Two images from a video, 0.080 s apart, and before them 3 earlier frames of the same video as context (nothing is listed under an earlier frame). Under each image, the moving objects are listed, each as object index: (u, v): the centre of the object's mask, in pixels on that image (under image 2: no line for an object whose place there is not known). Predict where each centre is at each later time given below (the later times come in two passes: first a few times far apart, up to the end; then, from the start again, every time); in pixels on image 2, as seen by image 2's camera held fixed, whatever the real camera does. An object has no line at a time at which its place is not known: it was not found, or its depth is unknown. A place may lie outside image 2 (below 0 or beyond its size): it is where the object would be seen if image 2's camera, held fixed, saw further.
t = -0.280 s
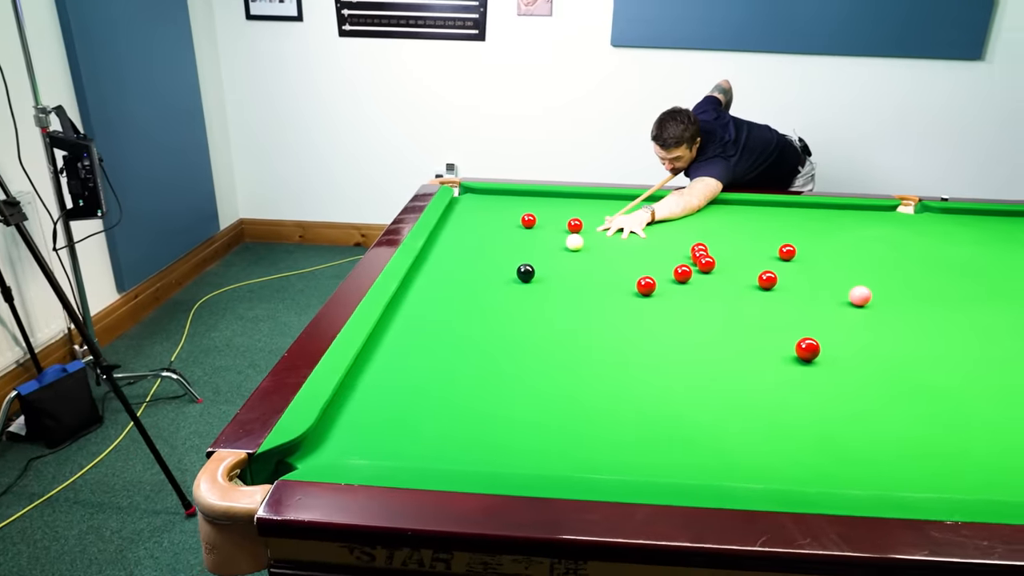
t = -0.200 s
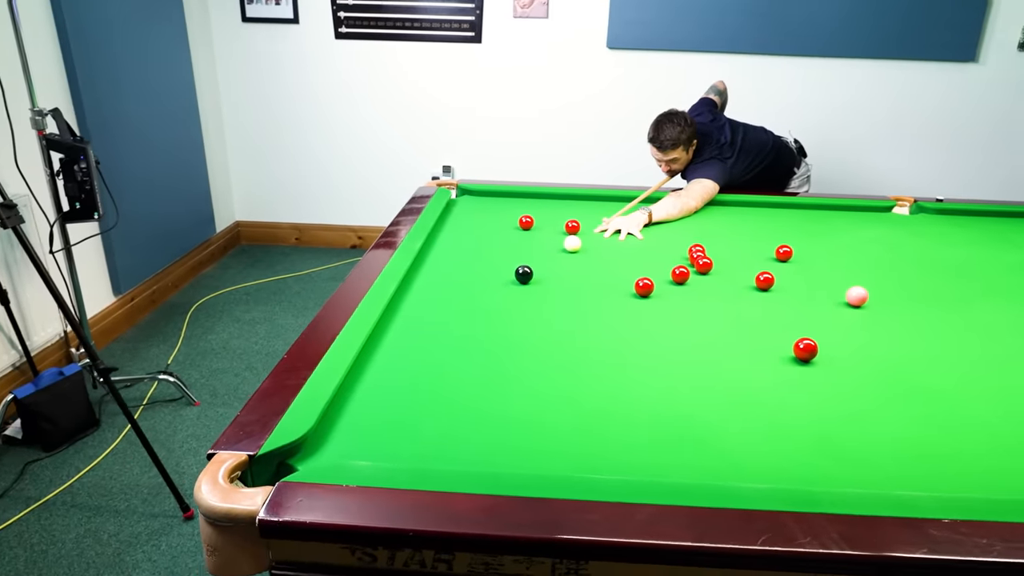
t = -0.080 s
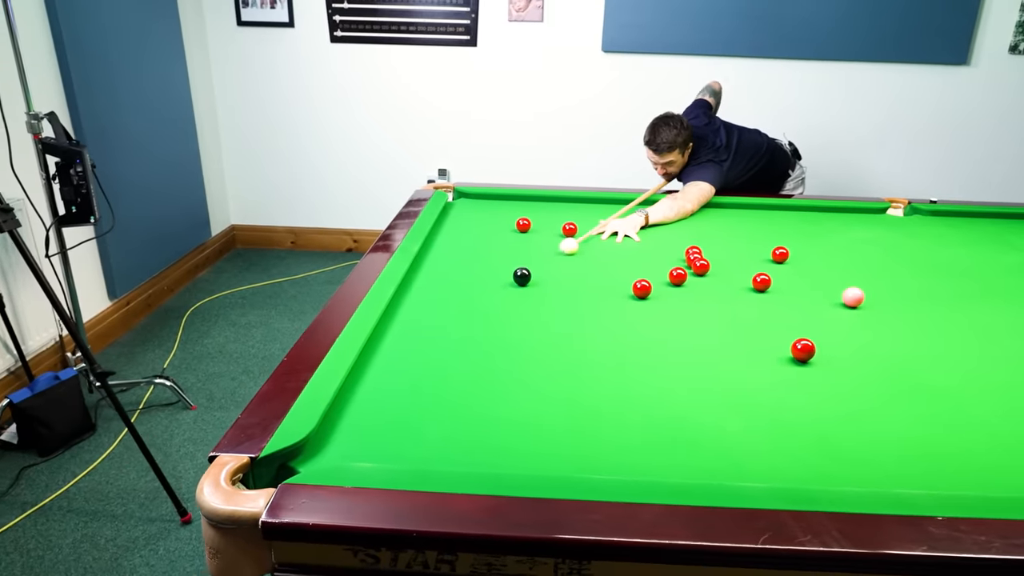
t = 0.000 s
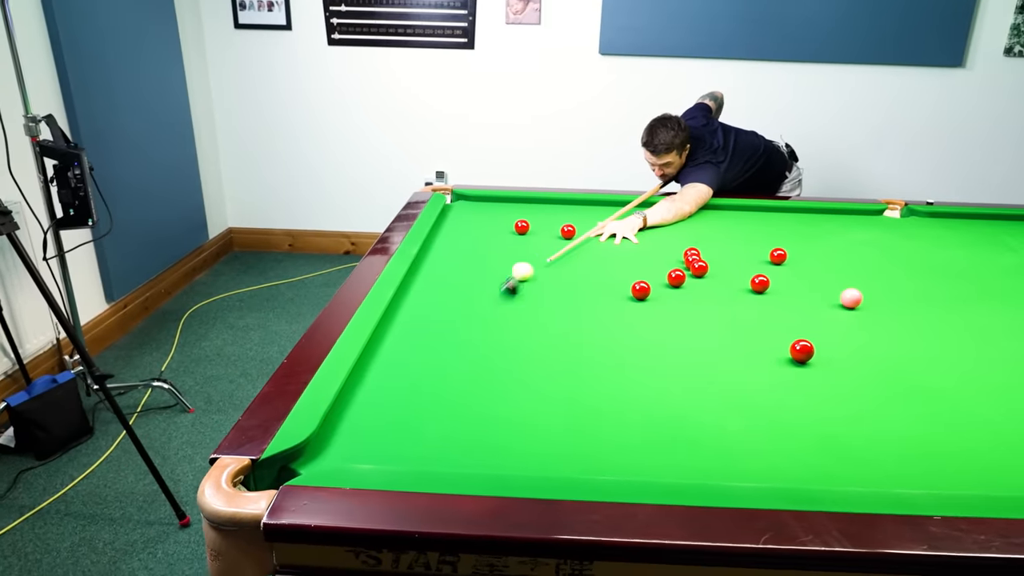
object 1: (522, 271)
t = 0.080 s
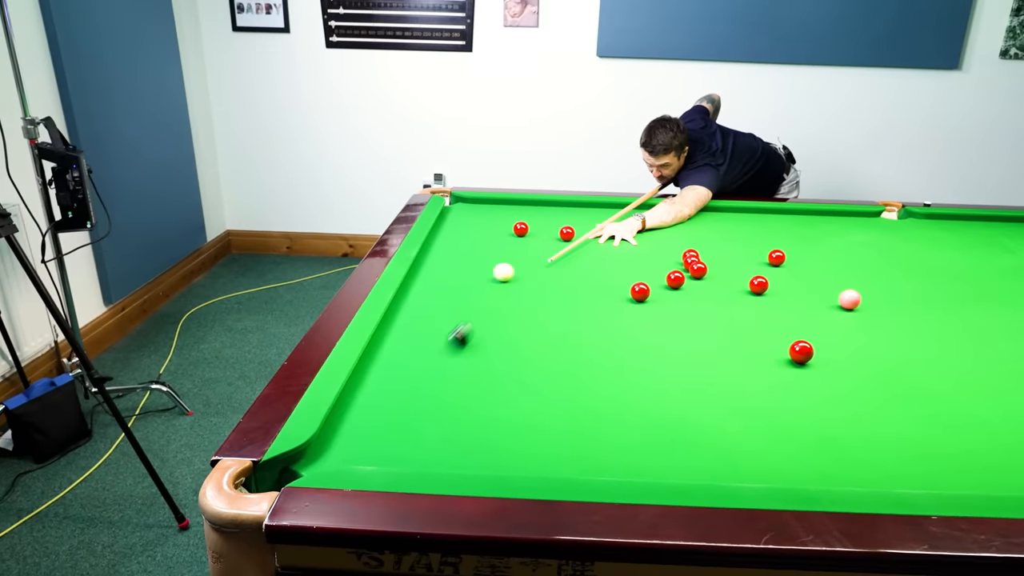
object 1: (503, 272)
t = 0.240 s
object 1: (473, 270)
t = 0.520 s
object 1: (423, 267)
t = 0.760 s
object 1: (444, 265)
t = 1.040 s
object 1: (473, 263)
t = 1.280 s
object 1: (496, 261)
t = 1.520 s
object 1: (516, 260)
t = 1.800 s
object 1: (538, 258)
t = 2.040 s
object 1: (554, 257)
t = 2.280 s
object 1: (569, 256)
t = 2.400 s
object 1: (574, 254)
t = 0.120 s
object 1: (495, 271)
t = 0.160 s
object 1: (488, 271)
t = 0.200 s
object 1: (480, 271)
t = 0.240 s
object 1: (473, 270)
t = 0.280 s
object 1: (466, 270)
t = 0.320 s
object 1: (459, 269)
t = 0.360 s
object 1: (451, 269)
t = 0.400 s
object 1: (444, 268)
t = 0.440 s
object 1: (437, 268)
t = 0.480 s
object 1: (430, 267)
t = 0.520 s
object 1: (423, 267)
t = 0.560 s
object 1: (420, 267)
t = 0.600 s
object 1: (426, 266)
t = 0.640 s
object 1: (431, 266)
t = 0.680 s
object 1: (435, 266)
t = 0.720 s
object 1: (440, 265)
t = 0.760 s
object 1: (444, 265)
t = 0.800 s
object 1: (449, 265)
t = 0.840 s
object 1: (453, 264)
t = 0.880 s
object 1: (457, 264)
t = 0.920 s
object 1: (461, 264)
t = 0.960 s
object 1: (465, 264)
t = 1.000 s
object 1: (469, 263)
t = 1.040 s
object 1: (473, 263)
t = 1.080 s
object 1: (477, 263)
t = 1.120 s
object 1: (481, 262)
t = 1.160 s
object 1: (485, 262)
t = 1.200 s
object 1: (488, 262)
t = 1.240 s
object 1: (492, 262)
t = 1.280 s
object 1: (496, 261)
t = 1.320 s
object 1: (499, 261)
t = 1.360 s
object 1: (503, 261)
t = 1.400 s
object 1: (506, 261)
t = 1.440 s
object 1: (510, 260)
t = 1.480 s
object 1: (513, 260)
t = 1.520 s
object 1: (516, 260)
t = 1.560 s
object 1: (519, 260)
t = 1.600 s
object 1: (522, 259)
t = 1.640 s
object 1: (526, 259)
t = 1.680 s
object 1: (529, 259)
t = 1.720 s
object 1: (532, 259)
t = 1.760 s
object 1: (535, 258)
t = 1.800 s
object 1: (538, 258)
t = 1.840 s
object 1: (540, 258)
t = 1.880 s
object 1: (543, 258)
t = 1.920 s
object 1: (546, 257)
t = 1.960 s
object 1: (549, 257)
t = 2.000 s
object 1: (552, 257)
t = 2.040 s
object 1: (554, 257)
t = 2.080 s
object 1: (557, 257)
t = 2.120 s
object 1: (560, 256)
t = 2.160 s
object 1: (562, 256)
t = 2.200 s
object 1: (565, 256)
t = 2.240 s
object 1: (567, 256)
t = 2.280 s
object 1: (569, 256)
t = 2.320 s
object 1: (572, 255)
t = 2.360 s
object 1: (574, 255)
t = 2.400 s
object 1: (574, 254)
